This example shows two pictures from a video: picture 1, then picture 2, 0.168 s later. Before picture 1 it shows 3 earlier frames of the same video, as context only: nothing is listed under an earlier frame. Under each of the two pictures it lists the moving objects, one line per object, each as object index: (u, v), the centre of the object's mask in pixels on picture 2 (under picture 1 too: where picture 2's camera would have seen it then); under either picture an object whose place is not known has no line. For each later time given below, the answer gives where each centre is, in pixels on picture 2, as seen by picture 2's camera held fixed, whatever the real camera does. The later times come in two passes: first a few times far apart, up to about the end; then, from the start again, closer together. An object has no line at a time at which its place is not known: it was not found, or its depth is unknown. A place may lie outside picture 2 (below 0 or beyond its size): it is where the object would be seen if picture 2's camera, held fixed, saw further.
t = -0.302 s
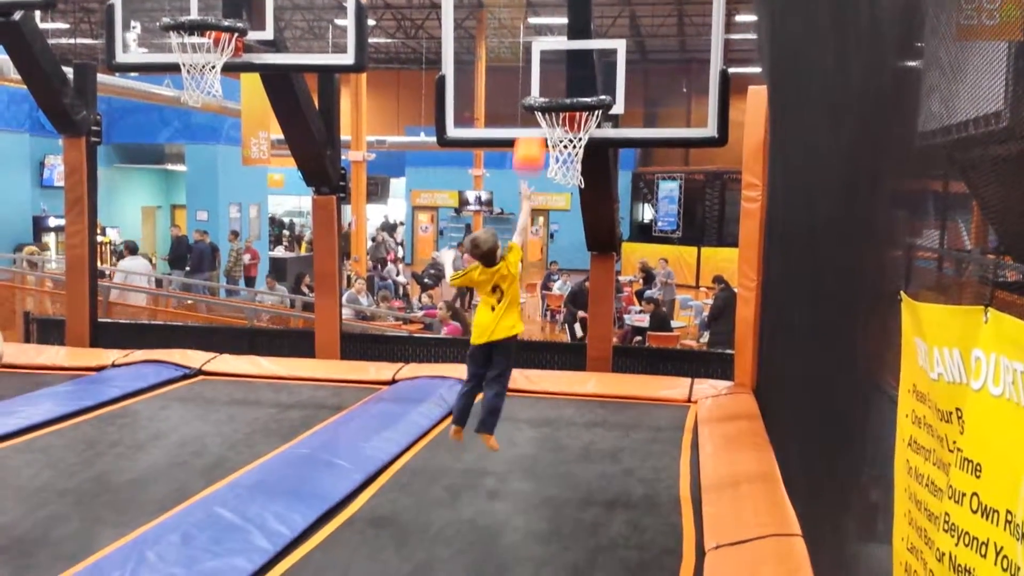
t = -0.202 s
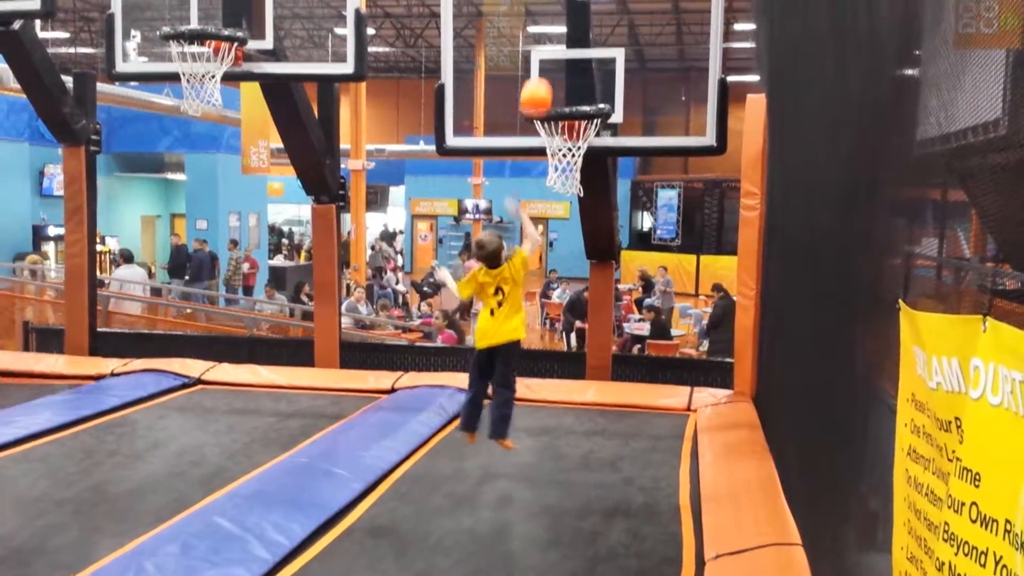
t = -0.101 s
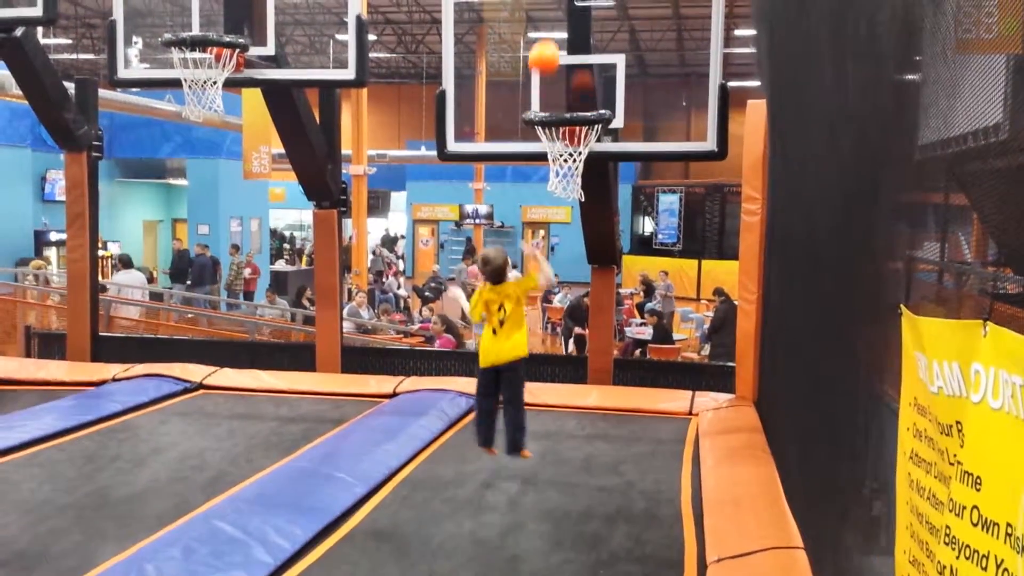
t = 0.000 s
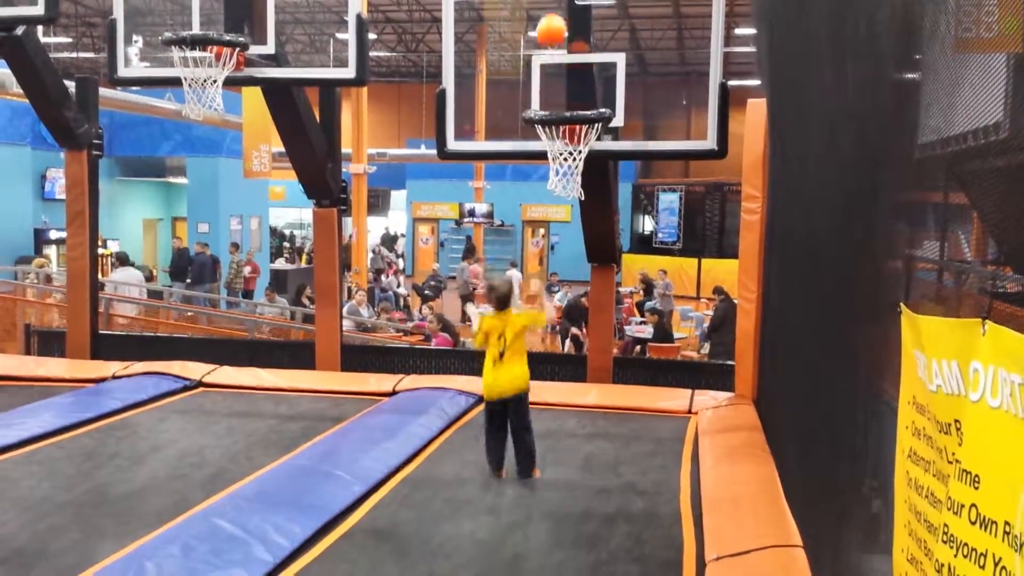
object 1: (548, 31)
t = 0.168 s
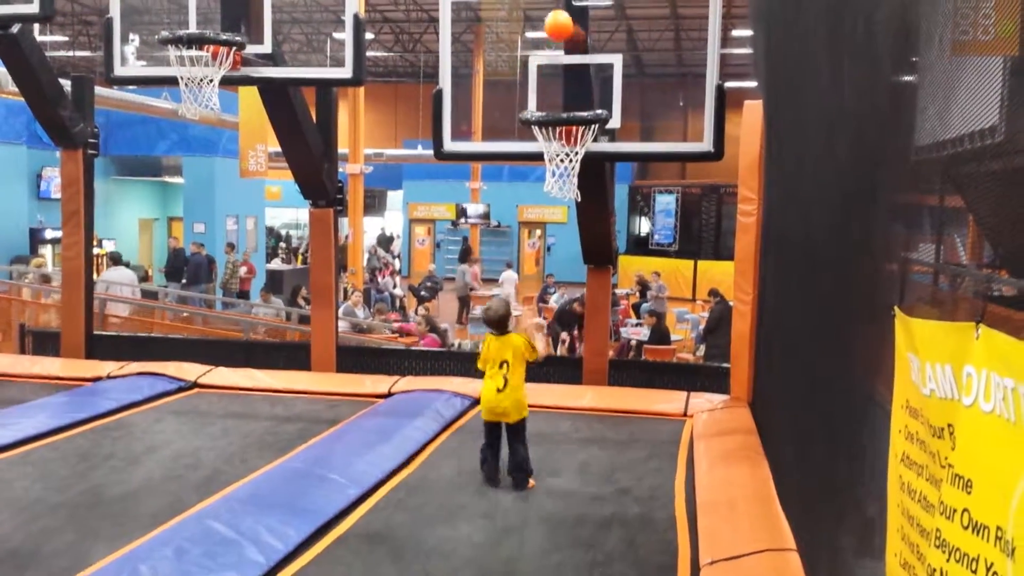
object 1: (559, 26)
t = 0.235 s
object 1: (562, 34)
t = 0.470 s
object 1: (558, 99)
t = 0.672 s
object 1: (557, 200)
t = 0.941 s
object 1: (563, 379)
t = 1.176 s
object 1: (572, 391)
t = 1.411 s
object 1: (582, 371)
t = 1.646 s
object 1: (588, 432)
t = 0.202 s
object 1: (560, 30)
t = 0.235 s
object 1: (562, 34)
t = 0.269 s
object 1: (564, 41)
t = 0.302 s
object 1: (564, 48)
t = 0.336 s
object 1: (562, 56)
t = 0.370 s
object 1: (561, 65)
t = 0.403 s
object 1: (560, 78)
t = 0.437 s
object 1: (559, 88)
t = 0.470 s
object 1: (558, 99)
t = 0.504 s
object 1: (558, 106)
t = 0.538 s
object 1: (558, 138)
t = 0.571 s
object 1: (556, 153)
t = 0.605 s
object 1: (555, 172)
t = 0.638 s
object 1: (556, 186)
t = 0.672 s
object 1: (557, 200)
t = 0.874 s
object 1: (561, 328)
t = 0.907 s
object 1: (562, 354)
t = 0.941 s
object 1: (563, 379)
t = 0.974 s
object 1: (563, 416)
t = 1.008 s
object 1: (563, 440)
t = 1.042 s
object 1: (565, 442)
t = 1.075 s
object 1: (567, 428)
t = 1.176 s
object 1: (572, 391)
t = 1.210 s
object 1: (574, 384)
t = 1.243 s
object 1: (575, 378)
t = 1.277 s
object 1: (577, 373)
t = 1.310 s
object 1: (578, 371)
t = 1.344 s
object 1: (579, 370)
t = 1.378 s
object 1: (580, 370)
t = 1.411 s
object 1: (582, 371)
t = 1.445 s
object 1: (583, 375)
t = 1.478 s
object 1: (584, 380)
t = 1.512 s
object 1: (585, 386)
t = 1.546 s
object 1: (587, 394)
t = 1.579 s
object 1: (587, 406)
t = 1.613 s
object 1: (587, 419)
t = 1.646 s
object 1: (588, 432)
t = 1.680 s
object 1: (589, 446)
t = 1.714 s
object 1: (590, 442)
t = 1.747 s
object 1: (591, 435)
